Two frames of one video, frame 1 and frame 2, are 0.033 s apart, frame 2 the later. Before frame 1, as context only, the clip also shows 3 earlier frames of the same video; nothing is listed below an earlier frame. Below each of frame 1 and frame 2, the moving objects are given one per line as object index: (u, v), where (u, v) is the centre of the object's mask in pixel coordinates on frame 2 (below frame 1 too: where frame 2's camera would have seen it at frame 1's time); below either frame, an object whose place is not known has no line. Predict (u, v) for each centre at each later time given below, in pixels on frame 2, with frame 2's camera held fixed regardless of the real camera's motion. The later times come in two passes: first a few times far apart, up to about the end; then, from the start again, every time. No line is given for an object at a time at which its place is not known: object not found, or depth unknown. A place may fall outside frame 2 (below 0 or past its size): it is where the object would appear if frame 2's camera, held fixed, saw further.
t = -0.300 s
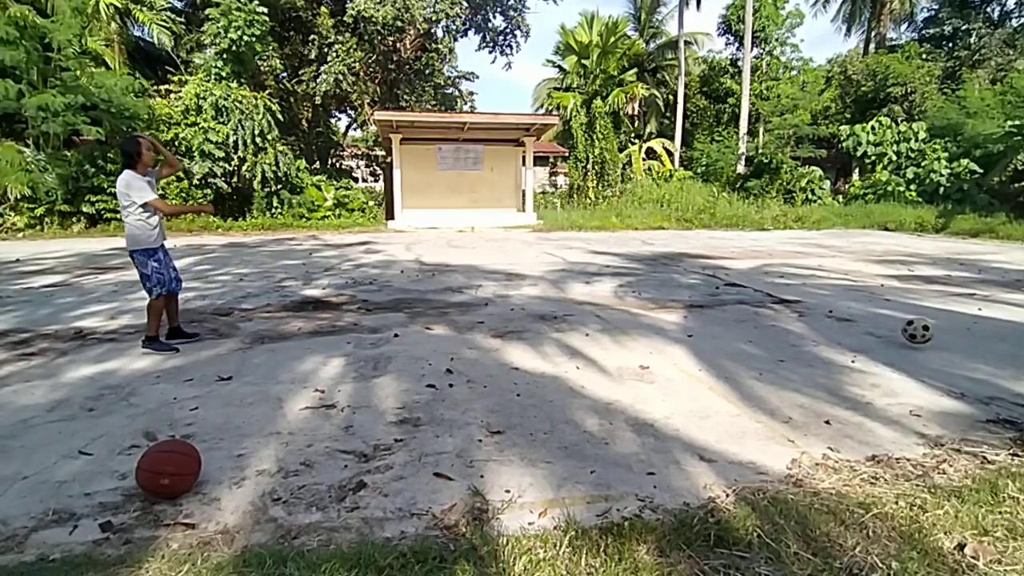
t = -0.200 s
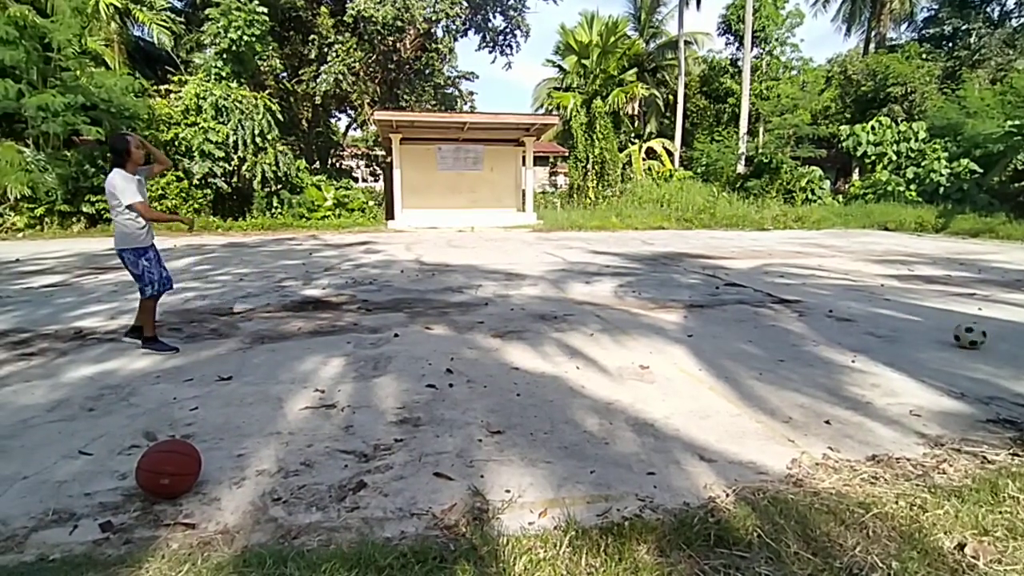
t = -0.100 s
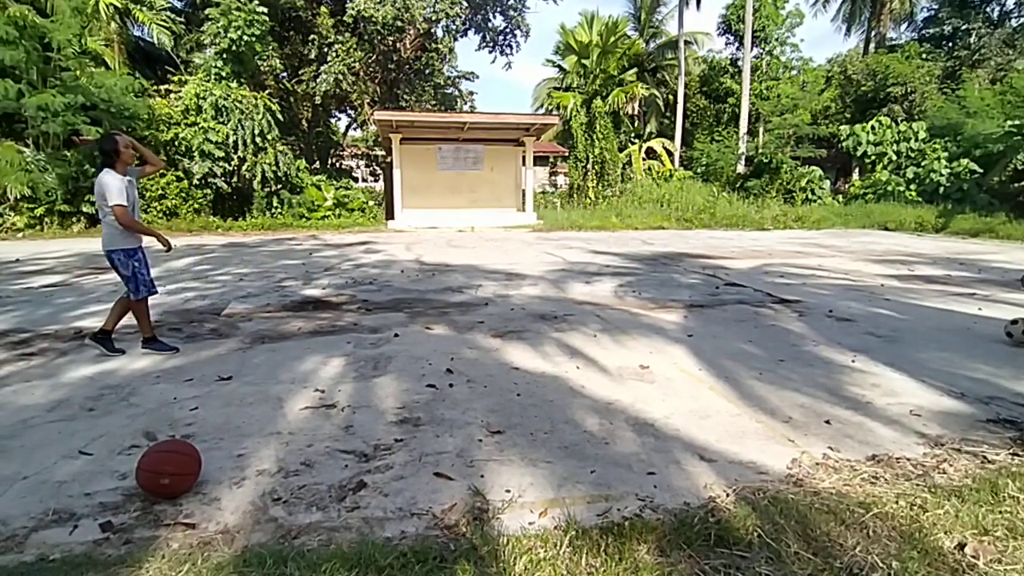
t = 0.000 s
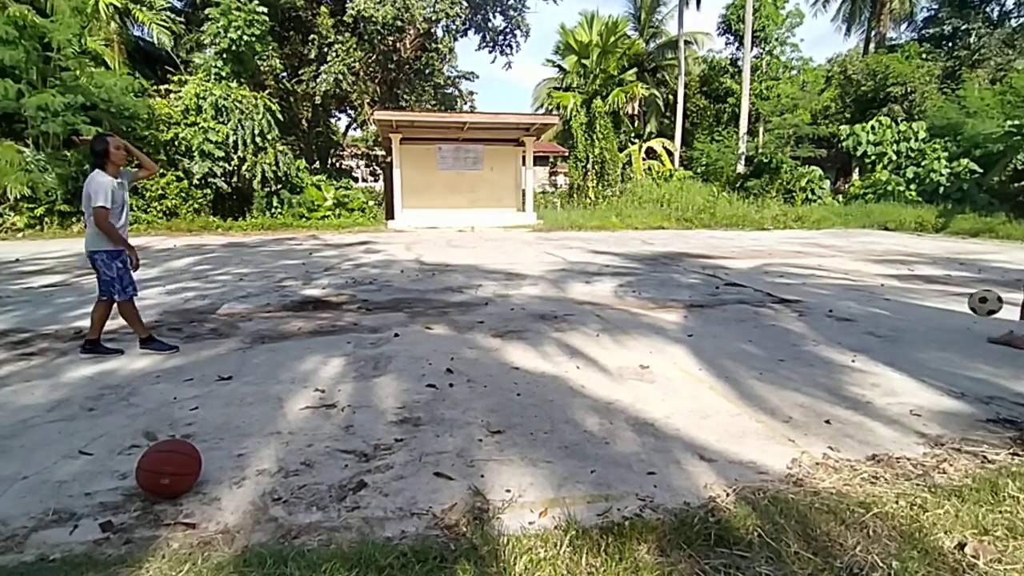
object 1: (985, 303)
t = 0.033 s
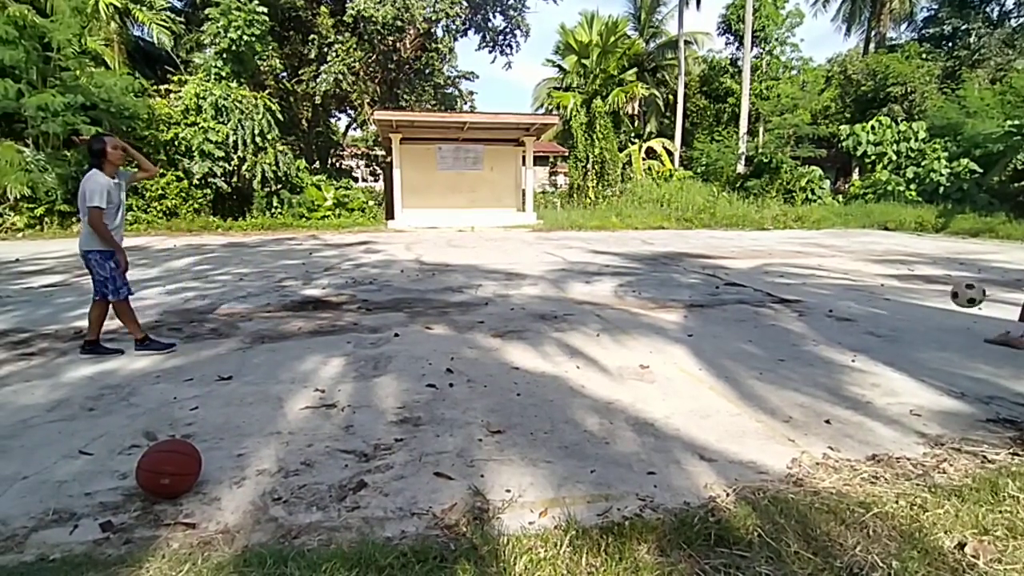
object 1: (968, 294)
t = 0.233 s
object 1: (845, 267)
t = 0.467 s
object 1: (663, 306)
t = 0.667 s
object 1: (499, 381)
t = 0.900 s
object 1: (397, 341)
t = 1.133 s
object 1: (288, 396)
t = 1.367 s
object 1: (168, 398)
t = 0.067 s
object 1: (949, 287)
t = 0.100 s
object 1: (930, 280)
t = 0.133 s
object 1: (910, 275)
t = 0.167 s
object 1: (889, 271)
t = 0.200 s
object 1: (867, 268)
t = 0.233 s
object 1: (845, 267)
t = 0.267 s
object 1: (821, 268)
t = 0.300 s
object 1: (797, 270)
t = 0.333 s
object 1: (773, 273)
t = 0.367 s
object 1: (746, 278)
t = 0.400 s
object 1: (720, 286)
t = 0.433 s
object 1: (692, 295)
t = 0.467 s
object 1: (663, 306)
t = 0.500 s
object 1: (634, 319)
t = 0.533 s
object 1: (604, 334)
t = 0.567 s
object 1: (573, 351)
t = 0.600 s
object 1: (542, 371)
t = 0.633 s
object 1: (512, 392)
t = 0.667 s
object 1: (499, 381)
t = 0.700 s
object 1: (484, 372)
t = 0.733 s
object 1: (470, 363)
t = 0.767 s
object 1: (456, 355)
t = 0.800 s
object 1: (442, 348)
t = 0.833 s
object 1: (427, 345)
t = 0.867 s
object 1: (412, 343)
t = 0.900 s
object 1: (397, 341)
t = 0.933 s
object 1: (381, 343)
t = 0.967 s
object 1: (366, 347)
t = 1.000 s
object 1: (350, 353)
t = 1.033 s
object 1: (335, 361)
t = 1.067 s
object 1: (320, 371)
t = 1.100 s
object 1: (304, 382)
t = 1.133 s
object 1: (288, 396)
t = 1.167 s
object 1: (273, 413)
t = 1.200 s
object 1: (257, 418)
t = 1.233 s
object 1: (238, 410)
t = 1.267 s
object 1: (222, 403)
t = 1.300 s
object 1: (203, 399)
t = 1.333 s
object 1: (186, 399)
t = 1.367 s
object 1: (168, 398)
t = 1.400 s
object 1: (149, 401)
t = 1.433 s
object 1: (130, 405)
